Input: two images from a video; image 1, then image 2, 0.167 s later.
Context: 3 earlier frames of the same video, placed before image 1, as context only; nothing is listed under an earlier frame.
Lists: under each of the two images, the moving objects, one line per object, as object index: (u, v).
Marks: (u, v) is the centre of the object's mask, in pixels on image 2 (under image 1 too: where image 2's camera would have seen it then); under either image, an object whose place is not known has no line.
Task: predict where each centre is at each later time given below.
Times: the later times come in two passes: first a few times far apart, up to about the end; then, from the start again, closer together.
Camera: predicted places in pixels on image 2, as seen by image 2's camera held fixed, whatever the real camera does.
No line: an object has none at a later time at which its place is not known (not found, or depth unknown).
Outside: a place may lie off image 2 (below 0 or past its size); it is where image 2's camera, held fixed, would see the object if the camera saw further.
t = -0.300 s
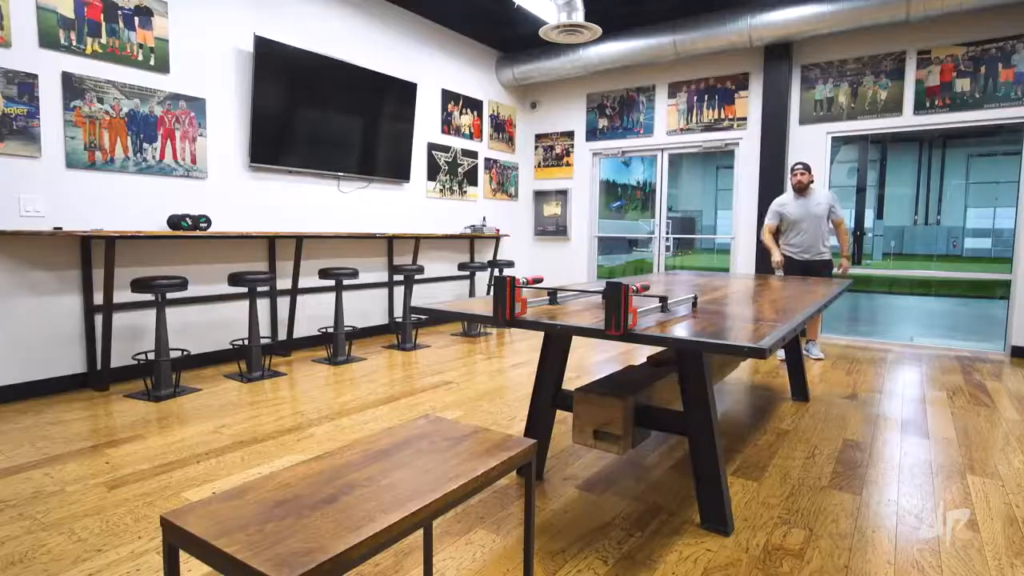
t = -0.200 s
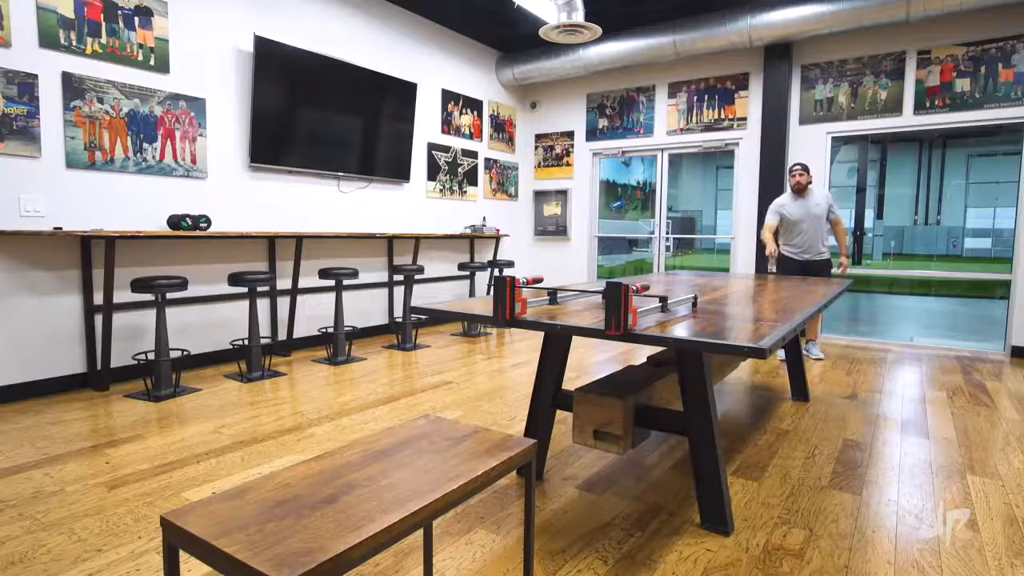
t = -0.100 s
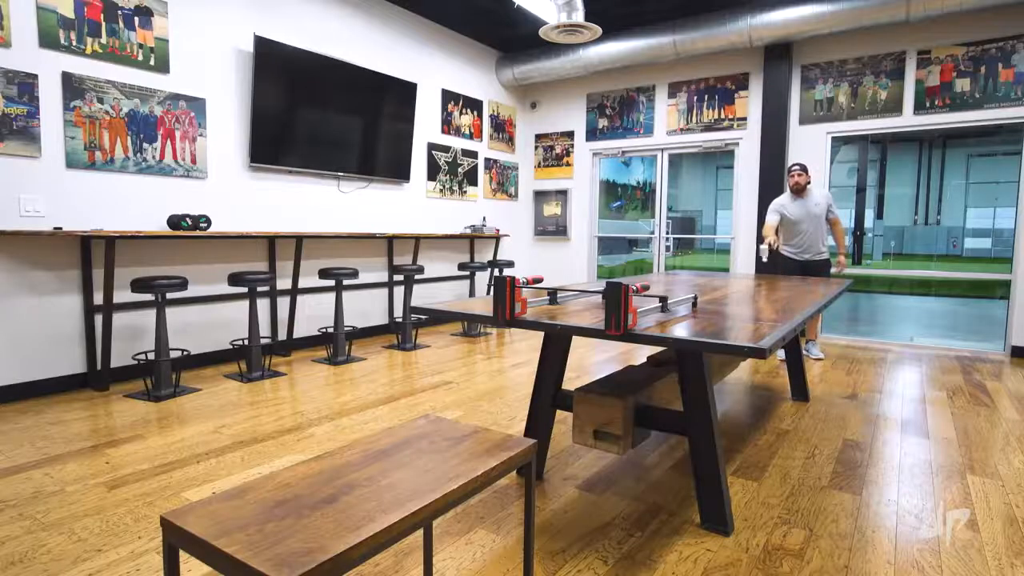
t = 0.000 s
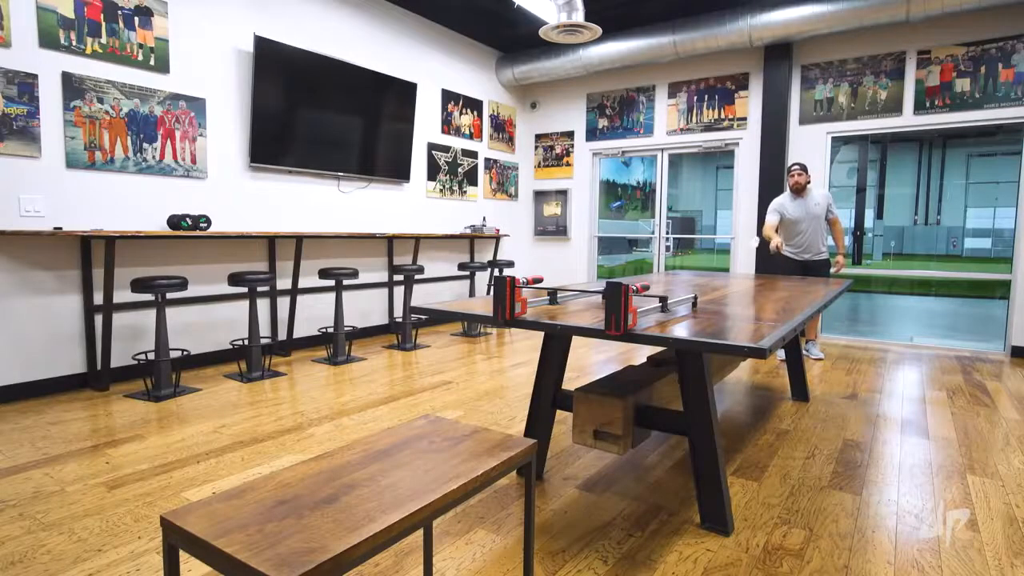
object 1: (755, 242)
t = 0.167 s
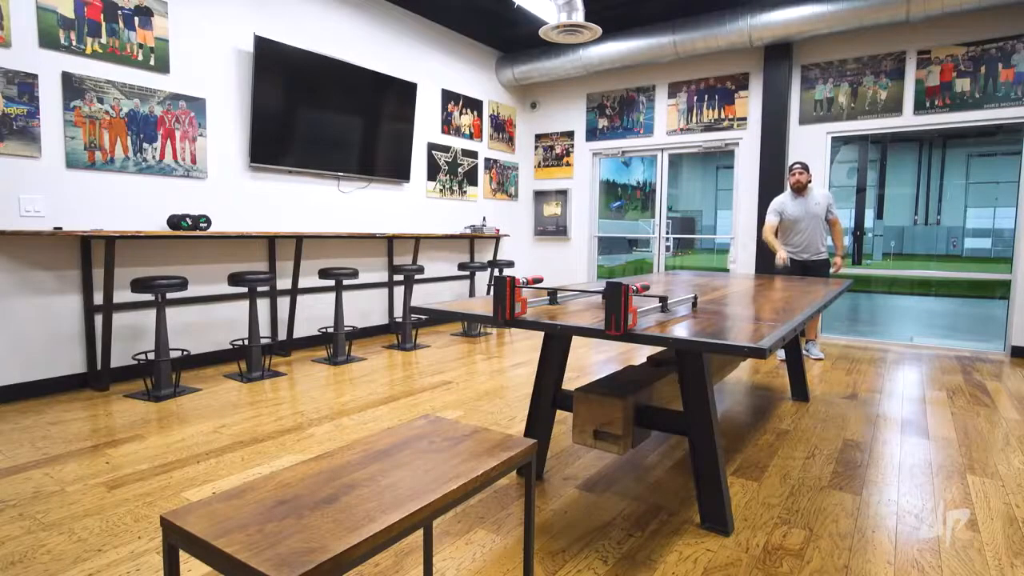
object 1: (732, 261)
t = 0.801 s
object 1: (598, 309)
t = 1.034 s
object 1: (526, 337)
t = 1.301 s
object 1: (429, 432)
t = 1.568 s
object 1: (333, 472)
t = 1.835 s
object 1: (257, 504)
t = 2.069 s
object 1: (234, 511)
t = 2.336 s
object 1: (234, 511)
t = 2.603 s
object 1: (234, 511)
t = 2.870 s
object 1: (234, 511)
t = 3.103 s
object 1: (234, 511)
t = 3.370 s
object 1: (234, 511)
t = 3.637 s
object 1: (234, 511)
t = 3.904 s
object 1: (234, 511)
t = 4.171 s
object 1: (234, 511)
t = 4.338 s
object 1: (234, 511)
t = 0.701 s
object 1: (628, 278)
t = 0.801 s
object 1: (598, 309)
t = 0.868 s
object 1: (579, 309)
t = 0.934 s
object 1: (562, 310)
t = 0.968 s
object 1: (552, 321)
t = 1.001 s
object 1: (539, 328)
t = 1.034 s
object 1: (526, 337)
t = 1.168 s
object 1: (478, 410)
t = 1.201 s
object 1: (467, 415)
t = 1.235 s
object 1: (454, 421)
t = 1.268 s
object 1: (442, 426)
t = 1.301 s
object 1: (429, 432)
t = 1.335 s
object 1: (416, 436)
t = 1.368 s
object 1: (403, 442)
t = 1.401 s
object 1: (392, 448)
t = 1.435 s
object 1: (380, 453)
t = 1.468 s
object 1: (367, 458)
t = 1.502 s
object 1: (356, 463)
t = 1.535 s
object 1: (343, 468)
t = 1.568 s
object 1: (333, 472)
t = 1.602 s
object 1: (321, 476)
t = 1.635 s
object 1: (310, 481)
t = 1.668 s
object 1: (300, 486)
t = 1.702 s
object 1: (290, 490)
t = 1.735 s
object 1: (280, 494)
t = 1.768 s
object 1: (272, 498)
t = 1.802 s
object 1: (264, 501)
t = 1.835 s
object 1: (257, 504)
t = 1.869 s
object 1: (250, 505)
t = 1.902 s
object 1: (246, 508)
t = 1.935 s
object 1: (242, 509)
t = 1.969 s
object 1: (238, 511)
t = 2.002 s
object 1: (235, 511)
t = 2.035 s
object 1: (234, 511)
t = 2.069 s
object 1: (234, 511)
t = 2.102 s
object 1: (234, 511)
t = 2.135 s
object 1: (234, 511)
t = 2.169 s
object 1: (234, 511)
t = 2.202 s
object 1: (234, 511)
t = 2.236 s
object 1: (234, 511)
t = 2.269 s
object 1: (234, 511)
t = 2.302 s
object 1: (234, 511)
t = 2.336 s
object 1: (234, 511)
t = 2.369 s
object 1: (234, 511)
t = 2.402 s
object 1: (234, 511)
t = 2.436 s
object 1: (234, 511)
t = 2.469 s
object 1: (234, 511)
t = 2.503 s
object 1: (234, 511)
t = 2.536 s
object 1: (234, 511)
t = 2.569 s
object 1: (234, 511)
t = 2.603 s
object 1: (234, 511)
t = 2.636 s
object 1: (234, 511)
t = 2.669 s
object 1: (234, 511)
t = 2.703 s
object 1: (234, 511)
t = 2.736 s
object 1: (234, 511)
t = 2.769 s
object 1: (234, 511)
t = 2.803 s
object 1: (234, 511)
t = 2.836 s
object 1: (234, 511)
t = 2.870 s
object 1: (234, 511)
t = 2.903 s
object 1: (234, 511)
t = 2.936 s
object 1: (234, 511)
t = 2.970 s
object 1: (234, 511)
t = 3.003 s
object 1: (234, 511)
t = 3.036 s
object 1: (234, 511)
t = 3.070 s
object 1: (234, 511)
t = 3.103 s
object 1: (234, 511)
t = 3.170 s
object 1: (234, 511)
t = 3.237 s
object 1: (234, 511)
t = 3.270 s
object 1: (234, 511)
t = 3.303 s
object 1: (234, 511)
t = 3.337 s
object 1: (234, 511)
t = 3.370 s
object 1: (234, 511)
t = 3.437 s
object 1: (234, 511)
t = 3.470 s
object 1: (234, 511)
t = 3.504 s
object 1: (234, 511)
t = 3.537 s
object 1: (234, 511)
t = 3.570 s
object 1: (234, 511)
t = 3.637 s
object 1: (234, 511)
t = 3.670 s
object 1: (234, 511)
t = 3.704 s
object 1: (234, 511)
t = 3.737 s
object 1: (234, 511)
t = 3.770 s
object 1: (234, 511)
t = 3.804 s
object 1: (234, 511)
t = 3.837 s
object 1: (234, 511)
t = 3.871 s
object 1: (234, 511)
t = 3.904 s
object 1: (234, 511)
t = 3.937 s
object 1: (234, 511)
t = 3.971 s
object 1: (234, 511)
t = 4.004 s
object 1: (234, 511)
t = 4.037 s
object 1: (234, 511)
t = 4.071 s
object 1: (234, 511)
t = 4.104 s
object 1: (234, 511)
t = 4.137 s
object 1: (234, 511)
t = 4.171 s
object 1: (234, 511)
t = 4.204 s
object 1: (234, 511)
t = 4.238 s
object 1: (234, 511)
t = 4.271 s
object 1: (234, 511)
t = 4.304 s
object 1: (234, 511)
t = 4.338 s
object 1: (234, 511)
